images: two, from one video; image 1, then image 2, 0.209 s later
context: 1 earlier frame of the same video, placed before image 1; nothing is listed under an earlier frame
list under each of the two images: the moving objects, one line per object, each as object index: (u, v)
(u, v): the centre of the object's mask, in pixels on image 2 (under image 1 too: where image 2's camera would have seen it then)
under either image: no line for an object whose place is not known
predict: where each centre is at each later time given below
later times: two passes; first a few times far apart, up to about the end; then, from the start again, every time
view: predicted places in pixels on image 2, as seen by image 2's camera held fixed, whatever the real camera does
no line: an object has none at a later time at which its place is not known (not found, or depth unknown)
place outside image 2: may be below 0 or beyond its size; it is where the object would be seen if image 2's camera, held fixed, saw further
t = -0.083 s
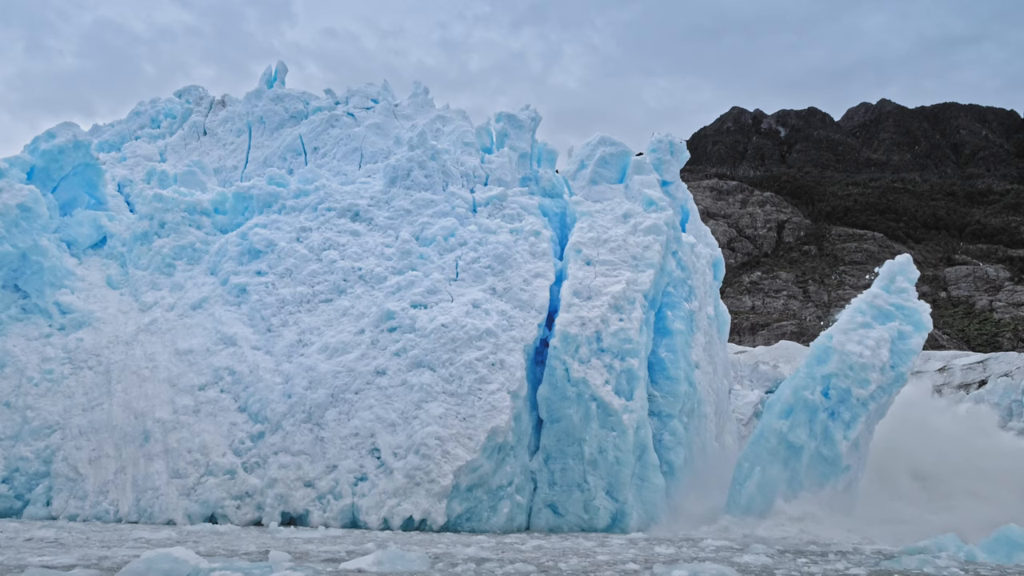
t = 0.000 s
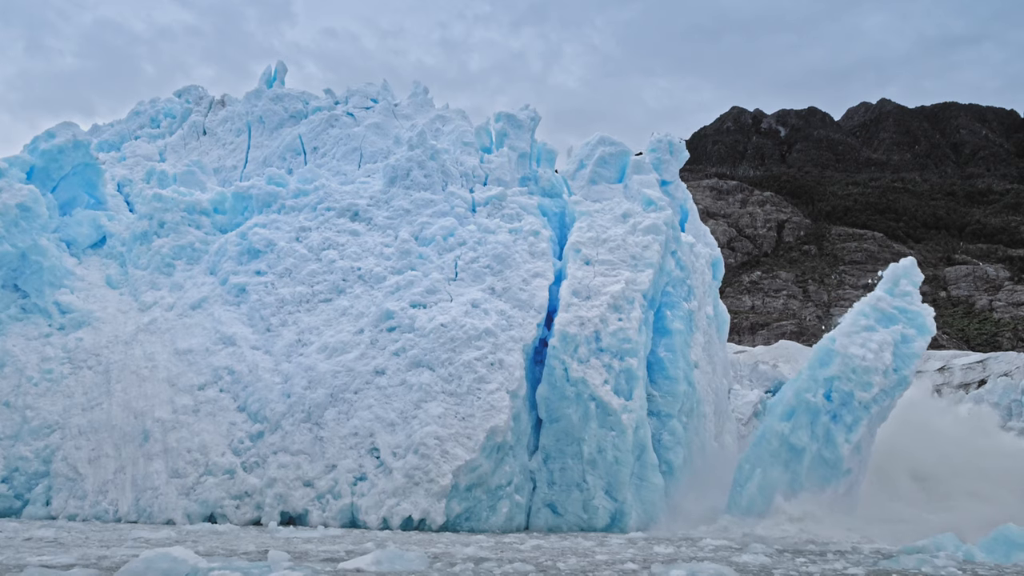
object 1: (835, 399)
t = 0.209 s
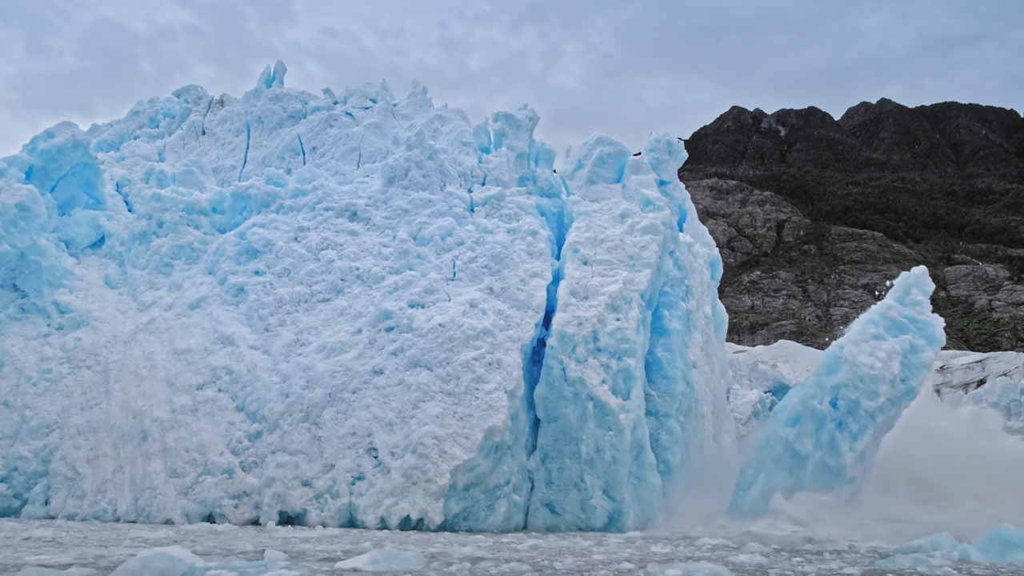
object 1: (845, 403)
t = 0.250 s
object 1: (847, 404)
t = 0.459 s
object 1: (858, 407)
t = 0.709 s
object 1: (876, 411)
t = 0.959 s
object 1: (894, 417)
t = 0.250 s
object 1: (847, 404)
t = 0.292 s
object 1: (850, 404)
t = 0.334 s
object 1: (851, 405)
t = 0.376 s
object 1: (854, 406)
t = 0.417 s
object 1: (856, 407)
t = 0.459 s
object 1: (858, 407)
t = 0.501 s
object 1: (862, 408)
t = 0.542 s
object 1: (864, 408)
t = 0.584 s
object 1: (867, 409)
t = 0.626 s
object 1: (870, 410)
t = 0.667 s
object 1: (873, 410)
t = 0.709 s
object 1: (876, 411)
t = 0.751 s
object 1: (879, 411)
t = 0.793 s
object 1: (882, 412)
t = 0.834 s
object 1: (885, 413)
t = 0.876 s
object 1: (888, 415)
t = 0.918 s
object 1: (890, 416)
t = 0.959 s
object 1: (894, 417)
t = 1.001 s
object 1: (898, 417)
